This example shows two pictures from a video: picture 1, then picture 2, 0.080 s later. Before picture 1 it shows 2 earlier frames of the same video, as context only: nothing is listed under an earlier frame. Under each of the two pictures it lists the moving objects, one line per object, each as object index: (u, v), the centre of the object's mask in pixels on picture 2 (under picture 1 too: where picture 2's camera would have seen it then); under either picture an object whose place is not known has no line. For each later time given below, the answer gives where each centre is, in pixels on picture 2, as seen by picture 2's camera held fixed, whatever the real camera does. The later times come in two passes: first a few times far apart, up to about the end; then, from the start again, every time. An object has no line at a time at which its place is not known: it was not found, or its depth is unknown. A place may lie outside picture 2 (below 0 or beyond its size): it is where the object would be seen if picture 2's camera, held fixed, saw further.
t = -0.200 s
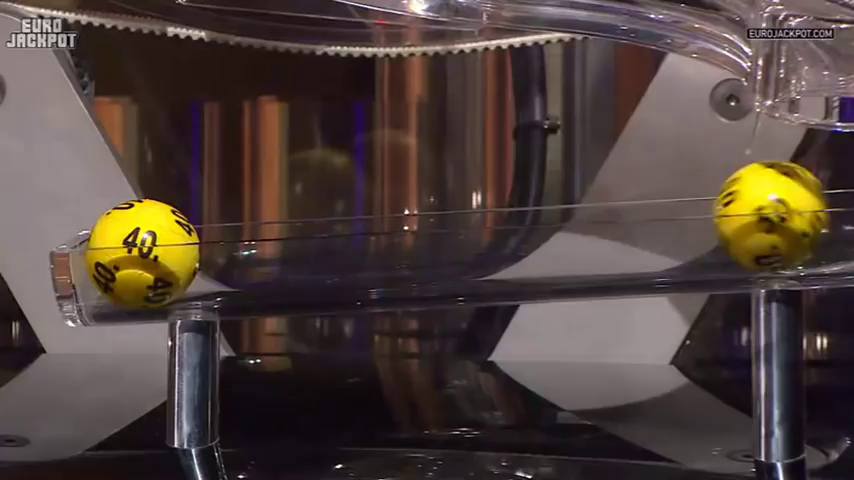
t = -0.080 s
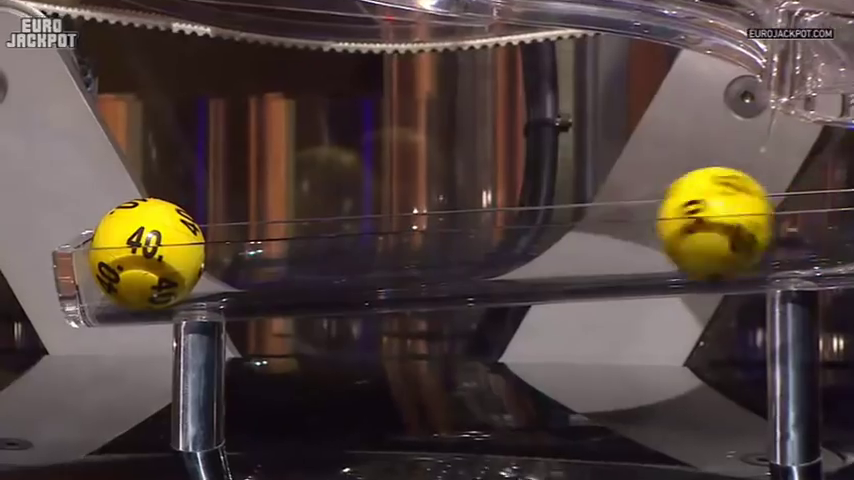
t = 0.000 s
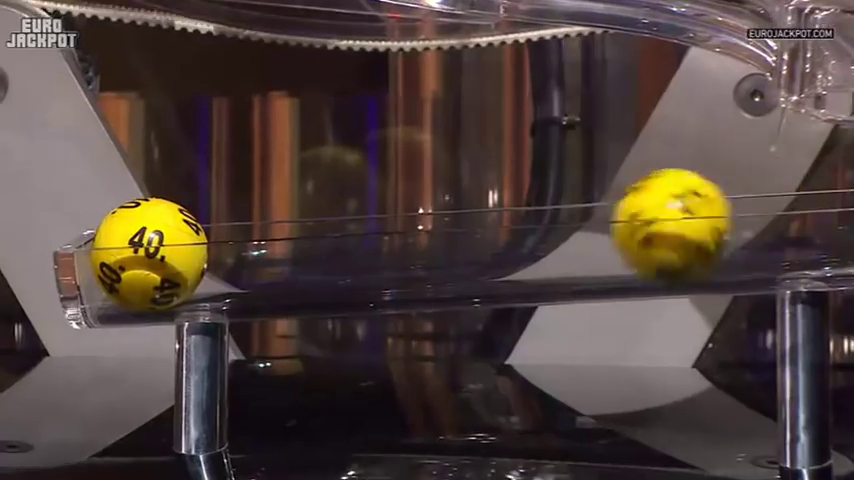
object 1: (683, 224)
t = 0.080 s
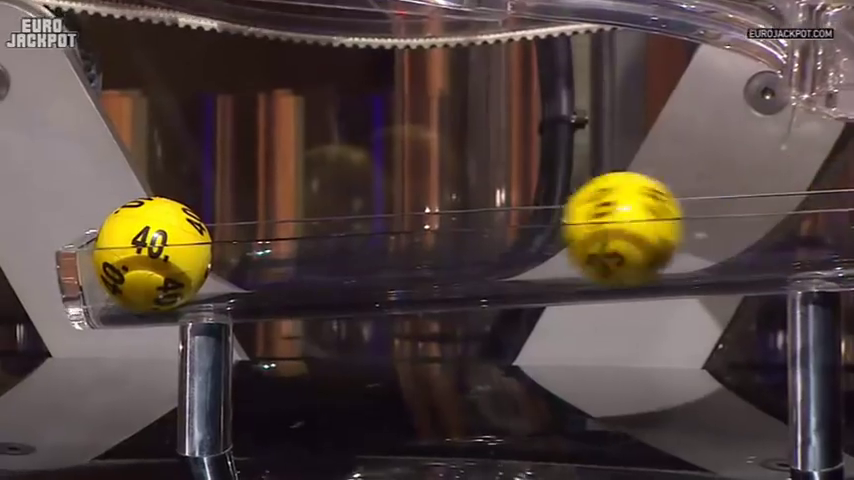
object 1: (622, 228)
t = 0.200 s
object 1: (517, 233)
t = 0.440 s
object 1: (275, 247)
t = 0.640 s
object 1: (329, 246)
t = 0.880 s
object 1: (293, 248)
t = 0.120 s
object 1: (589, 228)
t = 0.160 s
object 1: (554, 231)
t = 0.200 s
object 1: (517, 233)
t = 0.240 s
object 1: (482, 235)
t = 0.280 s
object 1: (443, 237)
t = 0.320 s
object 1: (400, 240)
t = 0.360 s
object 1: (359, 243)
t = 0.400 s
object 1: (318, 245)
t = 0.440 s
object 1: (275, 247)
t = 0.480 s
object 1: (293, 246)
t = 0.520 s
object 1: (313, 246)
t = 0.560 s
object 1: (322, 246)
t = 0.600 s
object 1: (327, 246)
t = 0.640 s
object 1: (329, 246)
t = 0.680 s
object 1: (328, 246)
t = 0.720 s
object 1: (325, 246)
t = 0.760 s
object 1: (319, 246)
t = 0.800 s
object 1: (313, 246)
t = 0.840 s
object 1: (304, 247)
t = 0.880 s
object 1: (293, 248)
